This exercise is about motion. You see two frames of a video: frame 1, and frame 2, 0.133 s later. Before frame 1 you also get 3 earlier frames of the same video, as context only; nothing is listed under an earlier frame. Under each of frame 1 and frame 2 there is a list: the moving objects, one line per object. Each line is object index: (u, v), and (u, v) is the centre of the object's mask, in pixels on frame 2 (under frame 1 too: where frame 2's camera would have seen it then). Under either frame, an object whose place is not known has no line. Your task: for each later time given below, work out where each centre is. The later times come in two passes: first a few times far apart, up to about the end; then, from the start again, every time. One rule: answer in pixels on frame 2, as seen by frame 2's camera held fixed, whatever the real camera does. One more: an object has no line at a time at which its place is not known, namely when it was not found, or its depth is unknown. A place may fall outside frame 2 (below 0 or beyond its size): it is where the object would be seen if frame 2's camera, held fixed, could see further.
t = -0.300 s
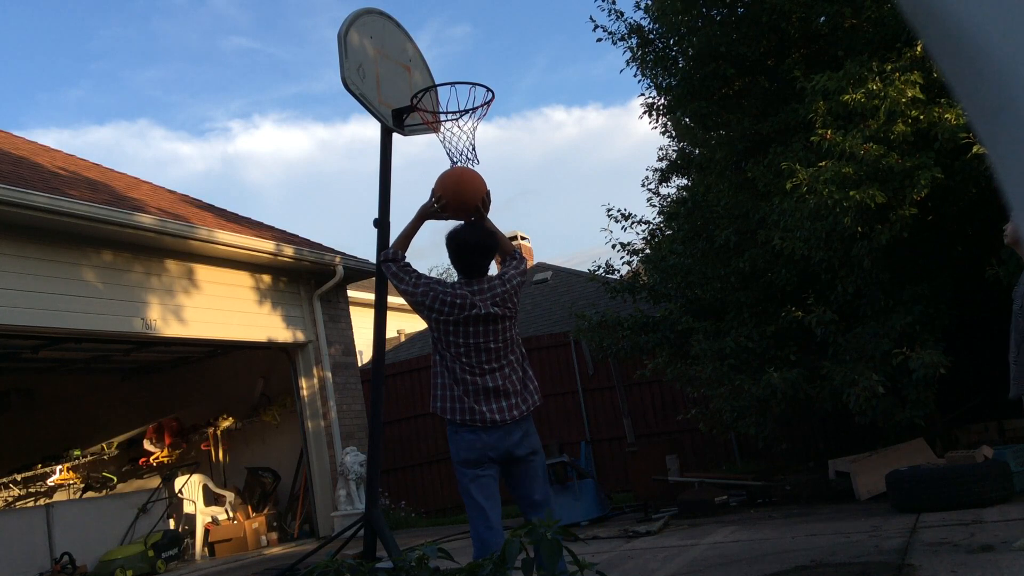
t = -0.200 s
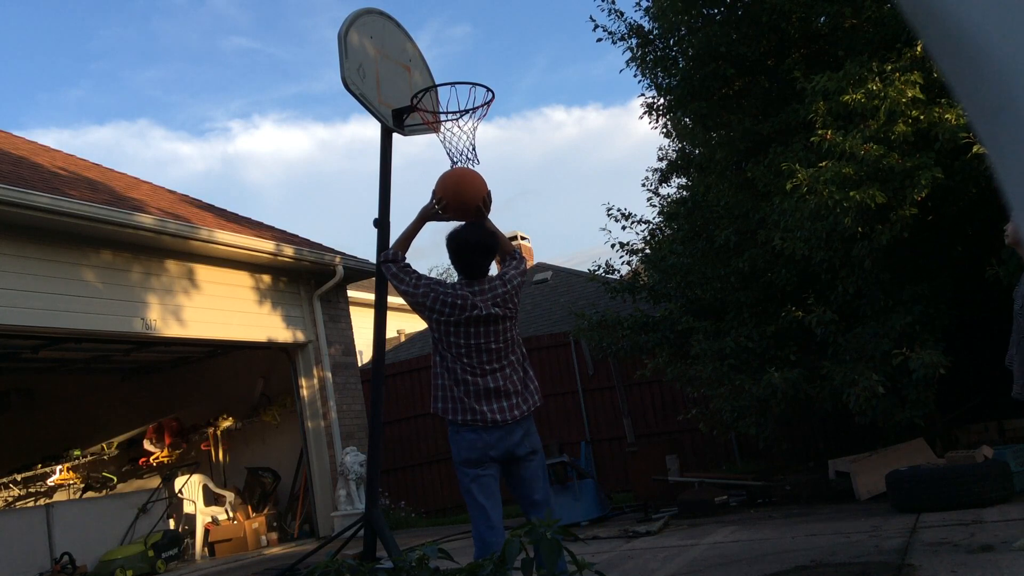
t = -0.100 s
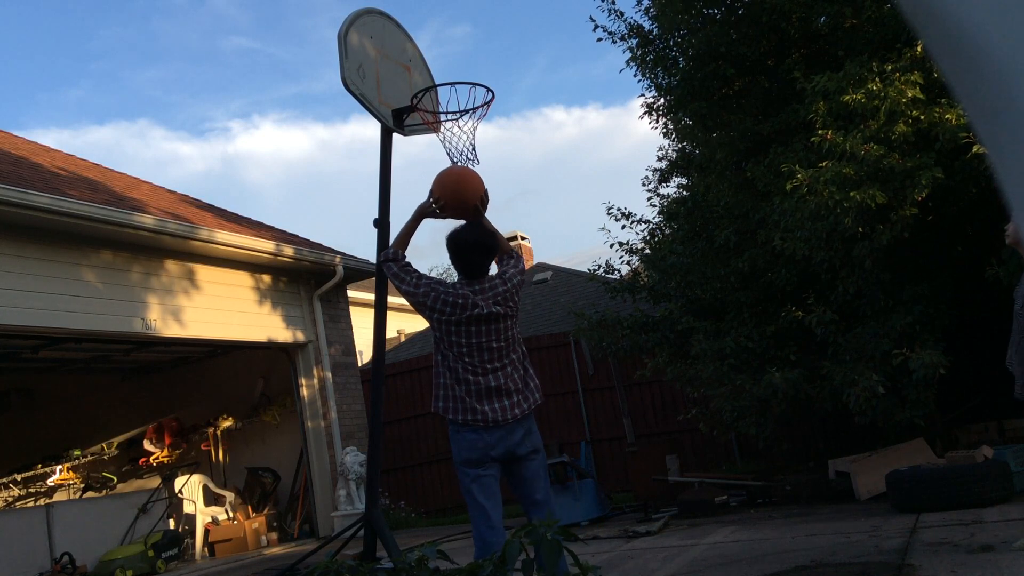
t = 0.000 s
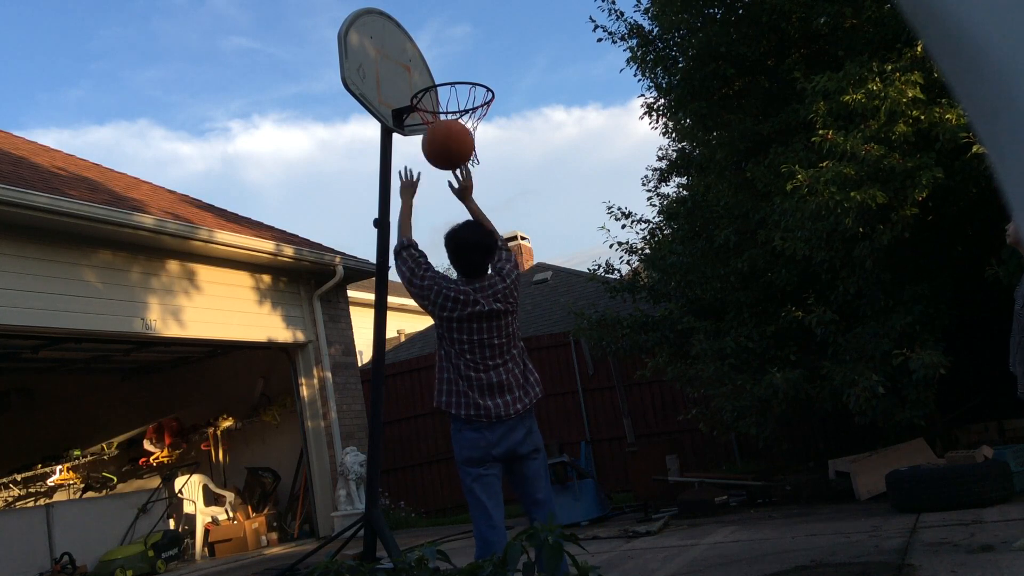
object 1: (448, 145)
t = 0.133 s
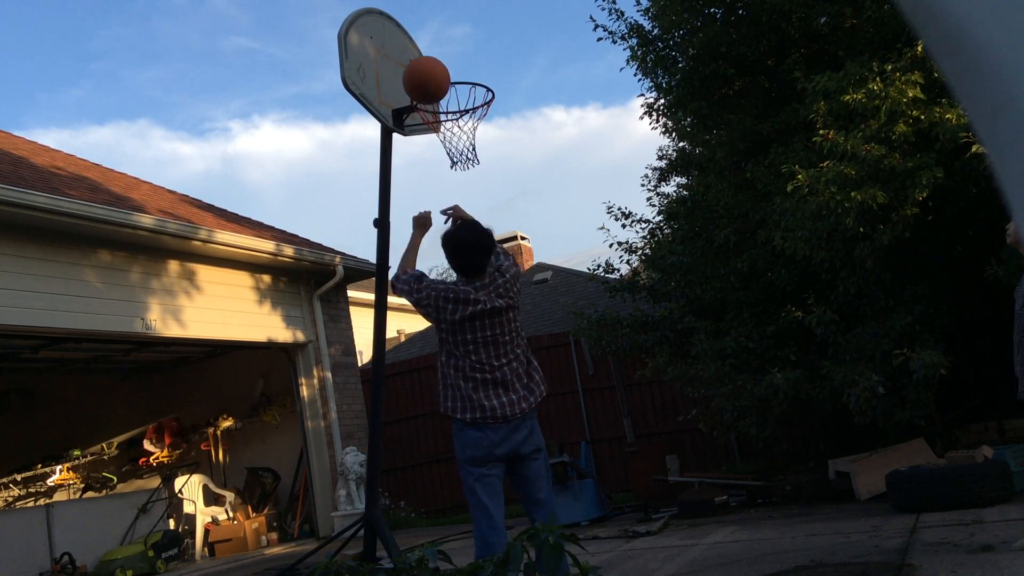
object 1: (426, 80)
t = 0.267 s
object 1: (414, 54)
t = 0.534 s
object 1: (440, 89)
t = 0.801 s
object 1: (504, 137)
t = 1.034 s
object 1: (570, 254)
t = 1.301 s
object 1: (664, 480)
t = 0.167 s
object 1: (422, 70)
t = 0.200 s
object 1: (419, 63)
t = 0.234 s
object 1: (416, 58)
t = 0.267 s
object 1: (414, 54)
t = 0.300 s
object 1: (412, 53)
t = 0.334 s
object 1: (411, 54)
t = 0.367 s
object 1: (410, 57)
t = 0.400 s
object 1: (409, 62)
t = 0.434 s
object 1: (409, 68)
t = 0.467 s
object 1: (419, 73)
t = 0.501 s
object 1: (429, 81)
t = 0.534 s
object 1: (440, 89)
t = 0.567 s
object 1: (450, 98)
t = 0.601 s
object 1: (457, 99)
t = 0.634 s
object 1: (464, 102)
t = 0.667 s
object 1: (471, 105)
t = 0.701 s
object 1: (479, 111)
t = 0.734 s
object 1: (487, 118)
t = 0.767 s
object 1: (495, 127)
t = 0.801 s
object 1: (504, 137)
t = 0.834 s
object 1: (513, 149)
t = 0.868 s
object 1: (522, 163)
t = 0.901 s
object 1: (531, 178)
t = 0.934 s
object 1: (541, 195)
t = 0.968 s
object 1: (550, 213)
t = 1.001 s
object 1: (560, 233)
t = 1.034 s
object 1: (570, 254)
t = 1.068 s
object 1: (580, 277)
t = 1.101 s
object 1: (591, 301)
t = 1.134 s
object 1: (602, 326)
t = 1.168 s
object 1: (613, 354)
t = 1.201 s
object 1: (625, 382)
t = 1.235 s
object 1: (638, 413)
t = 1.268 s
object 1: (651, 445)
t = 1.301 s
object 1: (664, 480)
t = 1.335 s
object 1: (679, 517)
